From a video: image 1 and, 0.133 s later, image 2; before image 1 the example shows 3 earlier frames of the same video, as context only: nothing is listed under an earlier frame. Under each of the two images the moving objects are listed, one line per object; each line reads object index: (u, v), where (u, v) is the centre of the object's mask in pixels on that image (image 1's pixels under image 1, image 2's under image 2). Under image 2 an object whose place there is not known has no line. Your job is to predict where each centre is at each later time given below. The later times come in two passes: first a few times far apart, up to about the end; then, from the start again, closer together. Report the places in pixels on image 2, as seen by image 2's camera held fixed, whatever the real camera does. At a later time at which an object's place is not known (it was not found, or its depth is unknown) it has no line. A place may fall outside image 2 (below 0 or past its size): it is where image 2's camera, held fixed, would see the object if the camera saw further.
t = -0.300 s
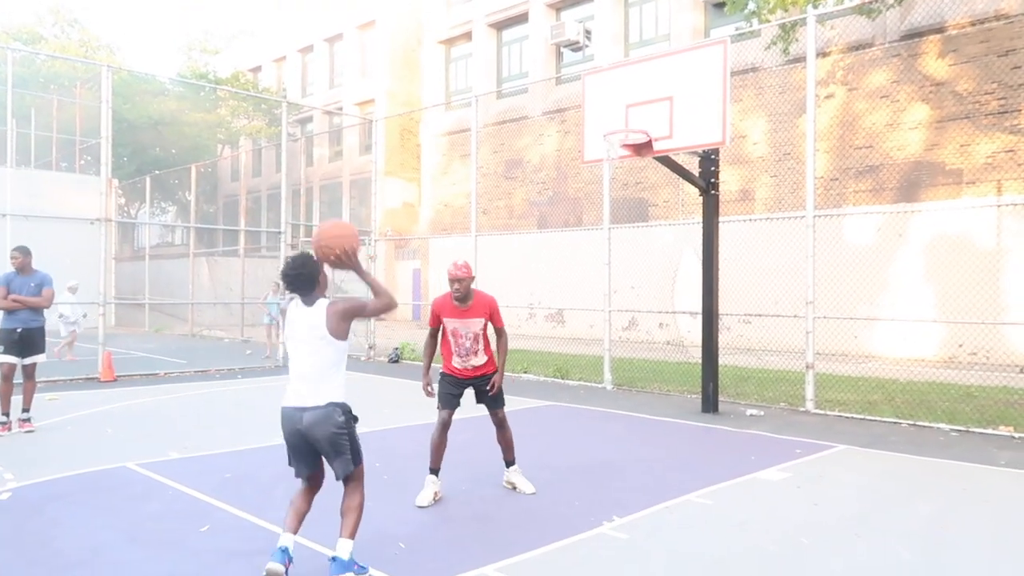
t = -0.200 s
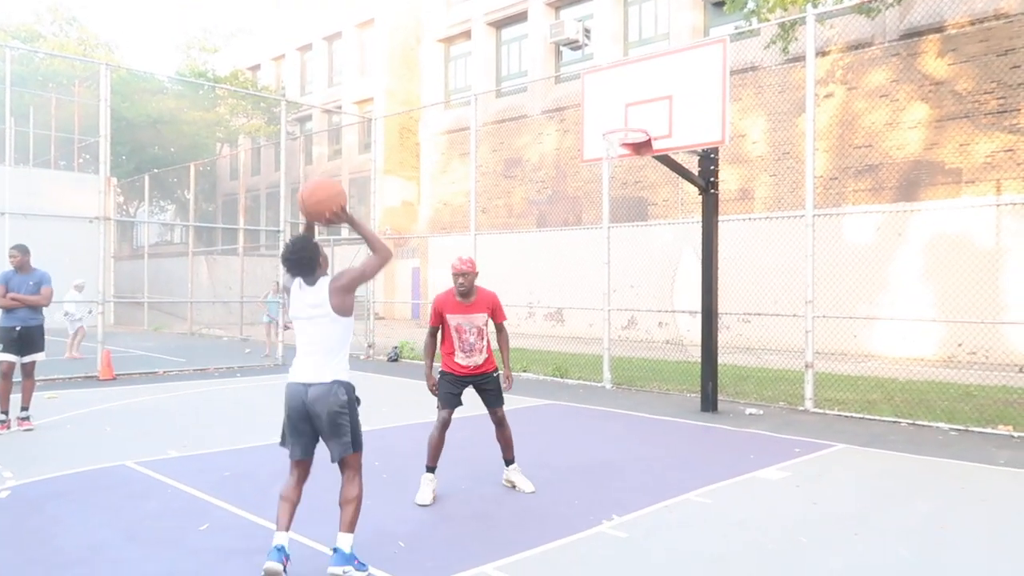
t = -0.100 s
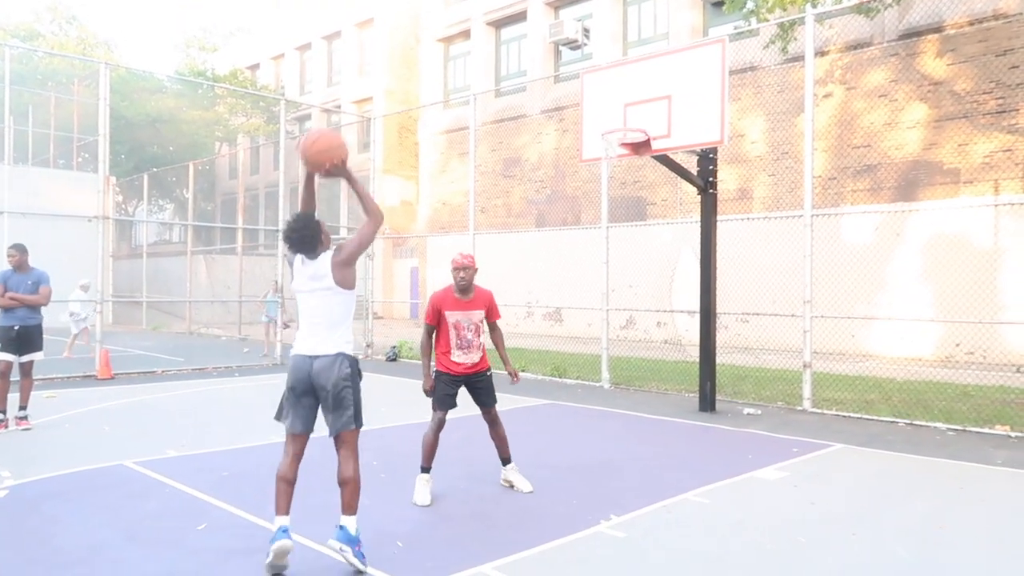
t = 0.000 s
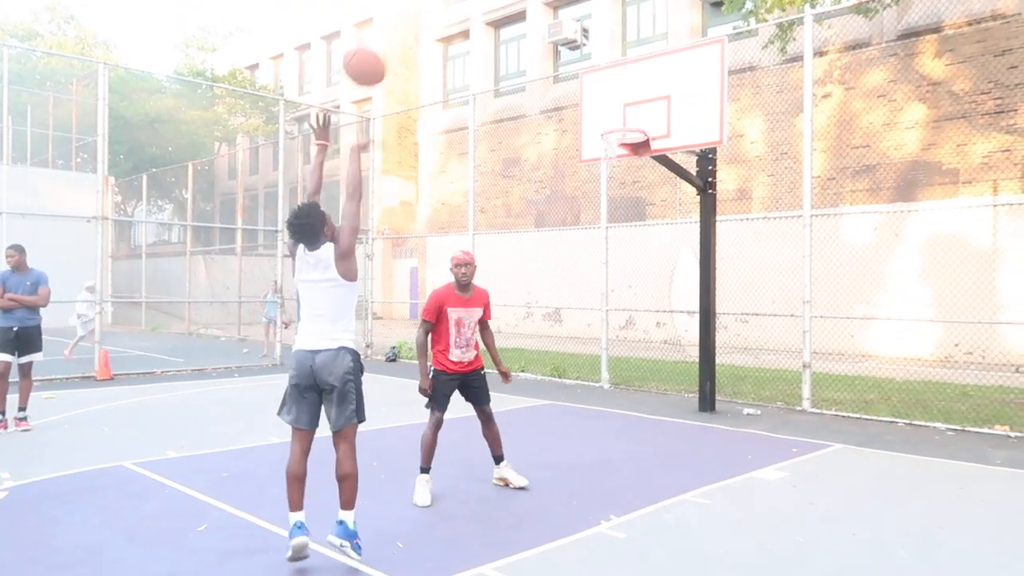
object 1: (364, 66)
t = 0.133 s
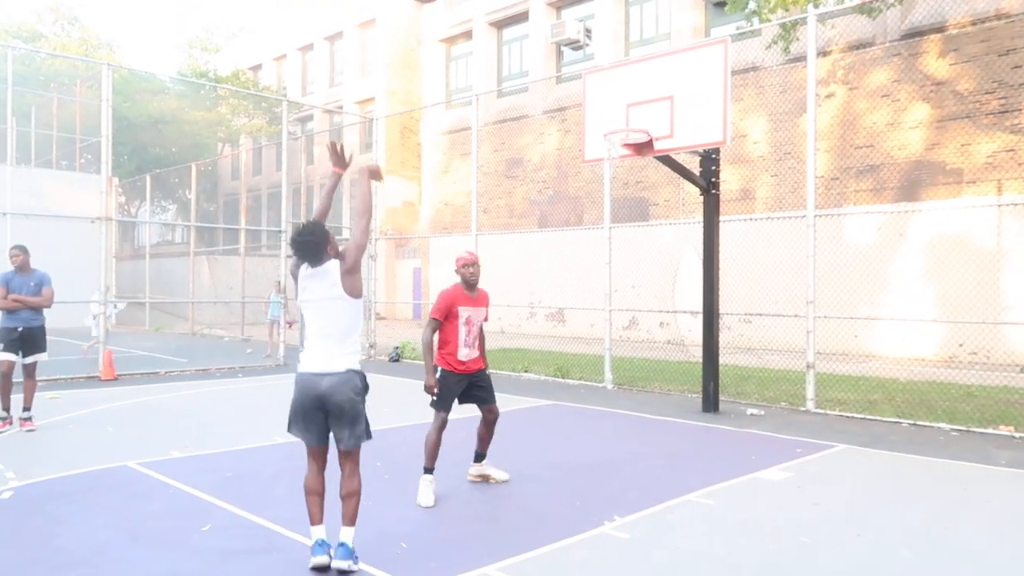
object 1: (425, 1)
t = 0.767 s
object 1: (582, 10)
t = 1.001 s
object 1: (615, 116)
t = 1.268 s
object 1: (637, 58)
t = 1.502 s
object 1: (625, 32)
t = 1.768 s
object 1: (606, 59)
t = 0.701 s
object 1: (571, -3)
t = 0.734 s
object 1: (576, 2)
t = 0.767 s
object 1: (582, 10)
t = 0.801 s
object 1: (587, 25)
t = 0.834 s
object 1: (592, 38)
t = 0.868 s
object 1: (597, 52)
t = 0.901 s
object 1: (602, 67)
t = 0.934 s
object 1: (606, 83)
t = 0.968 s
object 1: (611, 99)
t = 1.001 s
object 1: (615, 116)
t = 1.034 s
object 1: (618, 113)
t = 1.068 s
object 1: (621, 102)
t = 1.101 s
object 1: (624, 92)
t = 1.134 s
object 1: (626, 83)
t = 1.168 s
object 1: (629, 75)
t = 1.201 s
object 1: (631, 68)
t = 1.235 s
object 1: (634, 63)
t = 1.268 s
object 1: (637, 58)
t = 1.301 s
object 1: (639, 55)
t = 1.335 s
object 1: (637, 49)
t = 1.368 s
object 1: (634, 44)
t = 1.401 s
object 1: (632, 40)
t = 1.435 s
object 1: (630, 36)
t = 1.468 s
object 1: (628, 34)
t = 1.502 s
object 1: (625, 32)
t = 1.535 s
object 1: (623, 32)
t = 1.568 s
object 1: (621, 33)
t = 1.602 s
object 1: (619, 34)
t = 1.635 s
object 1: (617, 38)
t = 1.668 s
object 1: (614, 41)
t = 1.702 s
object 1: (612, 46)
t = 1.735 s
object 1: (609, 52)
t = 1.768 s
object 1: (606, 59)
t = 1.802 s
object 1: (604, 67)
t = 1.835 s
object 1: (601, 77)
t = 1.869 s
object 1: (599, 87)
